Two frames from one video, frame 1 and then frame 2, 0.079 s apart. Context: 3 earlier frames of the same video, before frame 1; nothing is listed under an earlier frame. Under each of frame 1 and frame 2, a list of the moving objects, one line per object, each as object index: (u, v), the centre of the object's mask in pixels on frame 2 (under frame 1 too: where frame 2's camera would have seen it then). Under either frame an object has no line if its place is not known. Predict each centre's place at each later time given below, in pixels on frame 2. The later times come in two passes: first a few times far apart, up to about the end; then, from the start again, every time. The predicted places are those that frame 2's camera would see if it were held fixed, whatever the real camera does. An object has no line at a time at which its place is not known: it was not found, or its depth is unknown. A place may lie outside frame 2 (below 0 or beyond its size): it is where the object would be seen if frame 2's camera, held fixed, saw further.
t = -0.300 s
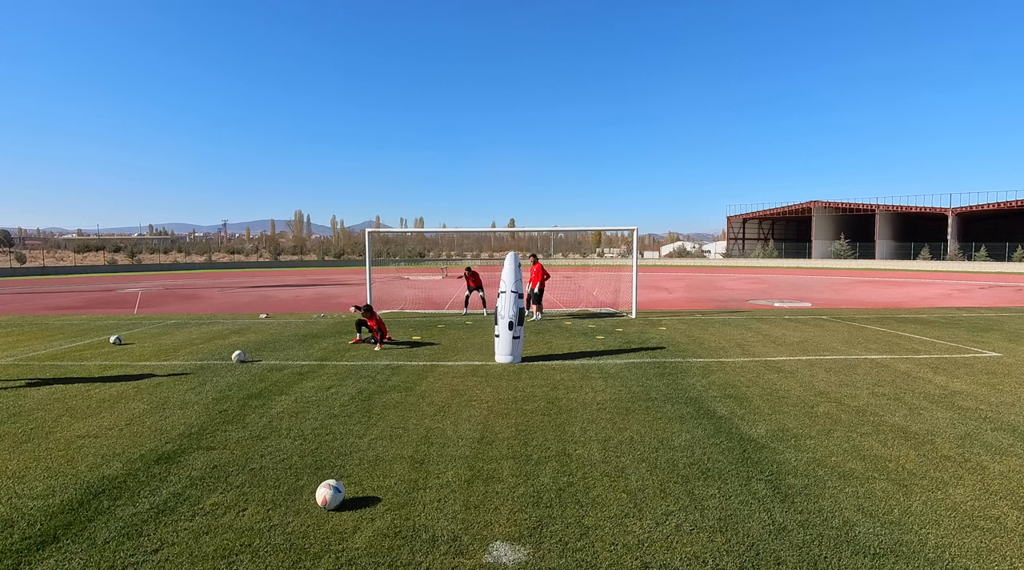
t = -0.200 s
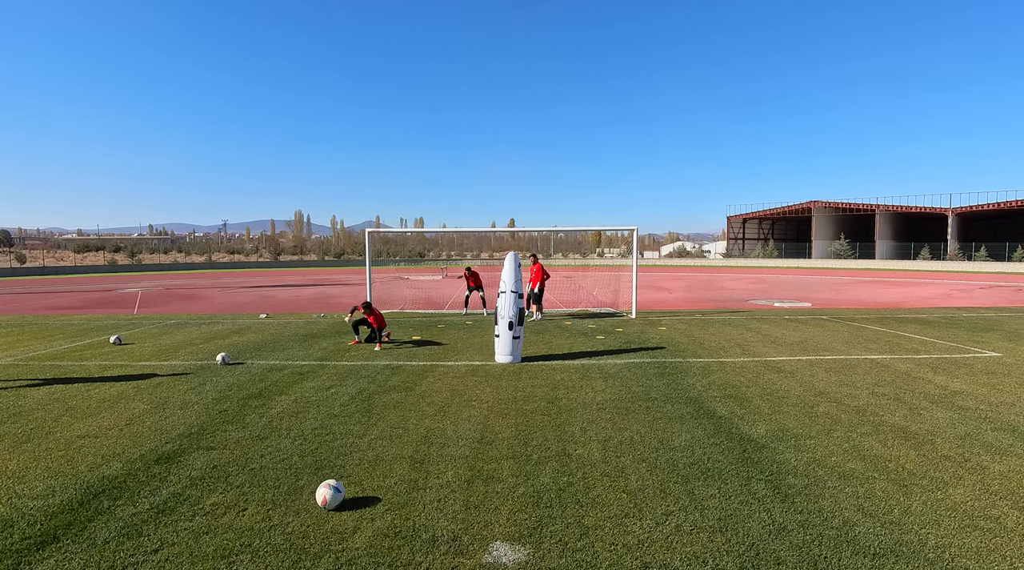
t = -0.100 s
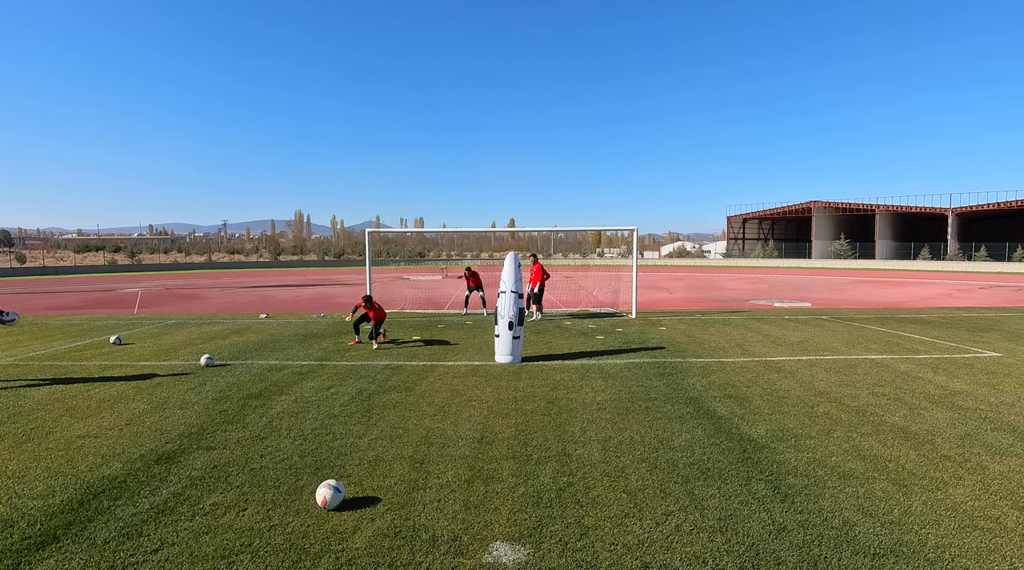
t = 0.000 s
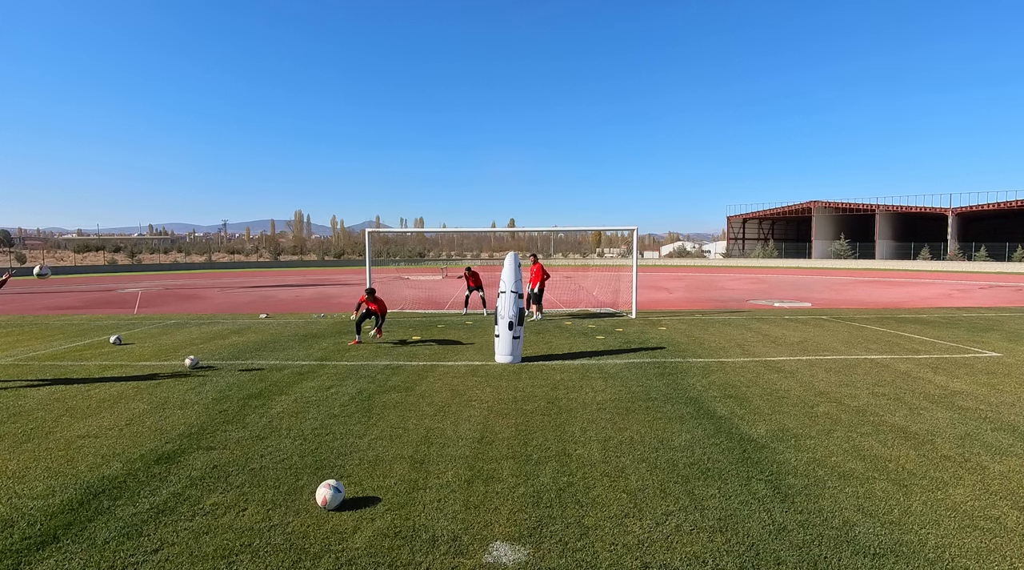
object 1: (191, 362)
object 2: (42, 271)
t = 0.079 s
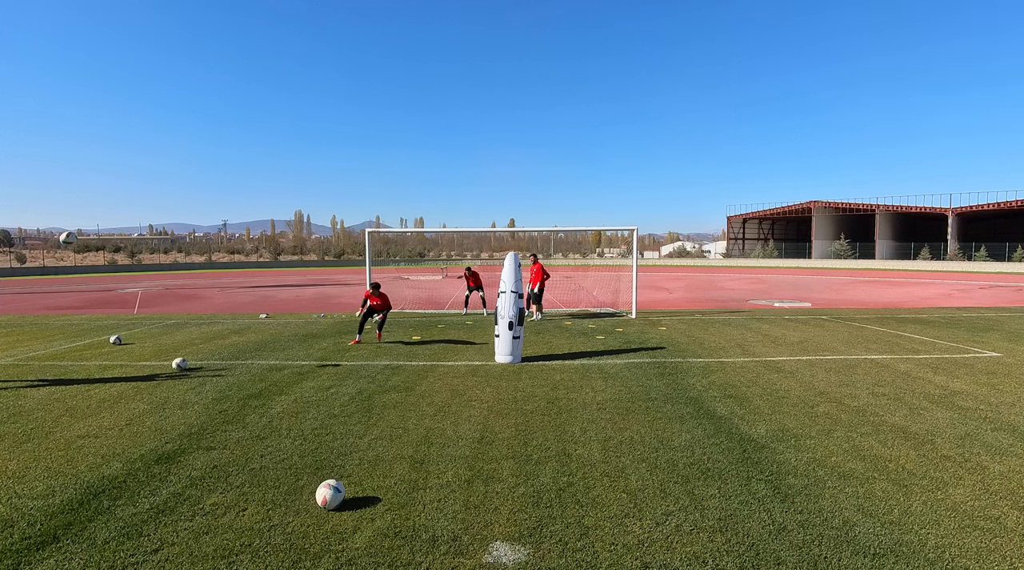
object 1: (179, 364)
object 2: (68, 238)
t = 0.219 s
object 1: (158, 366)
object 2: (114, 192)
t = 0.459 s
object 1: (122, 371)
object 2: (193, 146)
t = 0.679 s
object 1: (93, 374)
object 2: (264, 138)
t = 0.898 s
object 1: (64, 377)
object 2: (332, 161)
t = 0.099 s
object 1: (176, 364)
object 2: (75, 231)
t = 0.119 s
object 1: (173, 364)
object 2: (82, 224)
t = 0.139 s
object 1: (171, 365)
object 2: (89, 217)
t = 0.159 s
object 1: (167, 365)
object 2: (94, 210)
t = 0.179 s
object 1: (164, 366)
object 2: (101, 204)
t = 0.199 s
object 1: (161, 366)
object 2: (107, 198)
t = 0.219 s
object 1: (158, 366)
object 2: (114, 192)
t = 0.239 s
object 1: (155, 367)
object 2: (121, 187)
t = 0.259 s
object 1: (152, 367)
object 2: (127, 182)
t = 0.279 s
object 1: (149, 367)
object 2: (134, 177)
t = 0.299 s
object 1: (145, 368)
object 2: (141, 172)
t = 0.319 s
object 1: (143, 368)
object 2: (147, 168)
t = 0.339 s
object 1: (140, 369)
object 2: (154, 164)
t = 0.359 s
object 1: (137, 369)
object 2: (160, 160)
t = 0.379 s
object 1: (134, 369)
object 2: (167, 157)
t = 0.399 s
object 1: (132, 369)
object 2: (173, 154)
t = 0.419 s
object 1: (129, 370)
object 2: (180, 151)
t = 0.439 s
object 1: (125, 370)
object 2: (187, 148)
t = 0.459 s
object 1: (122, 371)
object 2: (193, 146)
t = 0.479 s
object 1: (119, 371)
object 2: (200, 144)
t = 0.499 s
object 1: (116, 371)
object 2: (206, 142)
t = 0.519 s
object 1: (113, 371)
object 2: (212, 141)
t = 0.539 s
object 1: (111, 371)
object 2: (219, 139)
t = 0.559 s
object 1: (108, 371)
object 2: (225, 138)
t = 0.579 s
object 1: (105, 372)
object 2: (232, 138)
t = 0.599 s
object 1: (103, 372)
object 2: (238, 137)
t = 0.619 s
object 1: (100, 373)
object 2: (245, 137)
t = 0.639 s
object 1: (97, 373)
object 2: (251, 137)
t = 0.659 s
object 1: (95, 374)
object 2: (258, 137)
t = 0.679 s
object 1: (93, 374)
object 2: (264, 138)
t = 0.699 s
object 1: (90, 374)
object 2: (270, 139)
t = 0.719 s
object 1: (87, 374)
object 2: (276, 140)
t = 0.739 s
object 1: (85, 374)
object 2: (283, 141)
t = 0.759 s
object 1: (82, 374)
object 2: (289, 143)
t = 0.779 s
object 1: (79, 375)
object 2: (295, 145)
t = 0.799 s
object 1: (77, 376)
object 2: (301, 147)
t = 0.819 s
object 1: (74, 376)
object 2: (308, 149)
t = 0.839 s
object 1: (72, 376)
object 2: (314, 151)
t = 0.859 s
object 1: (69, 376)
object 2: (320, 154)
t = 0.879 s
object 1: (66, 377)
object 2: (326, 157)
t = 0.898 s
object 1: (64, 377)
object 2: (332, 161)
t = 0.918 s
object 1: (62, 377)
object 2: (338, 164)
